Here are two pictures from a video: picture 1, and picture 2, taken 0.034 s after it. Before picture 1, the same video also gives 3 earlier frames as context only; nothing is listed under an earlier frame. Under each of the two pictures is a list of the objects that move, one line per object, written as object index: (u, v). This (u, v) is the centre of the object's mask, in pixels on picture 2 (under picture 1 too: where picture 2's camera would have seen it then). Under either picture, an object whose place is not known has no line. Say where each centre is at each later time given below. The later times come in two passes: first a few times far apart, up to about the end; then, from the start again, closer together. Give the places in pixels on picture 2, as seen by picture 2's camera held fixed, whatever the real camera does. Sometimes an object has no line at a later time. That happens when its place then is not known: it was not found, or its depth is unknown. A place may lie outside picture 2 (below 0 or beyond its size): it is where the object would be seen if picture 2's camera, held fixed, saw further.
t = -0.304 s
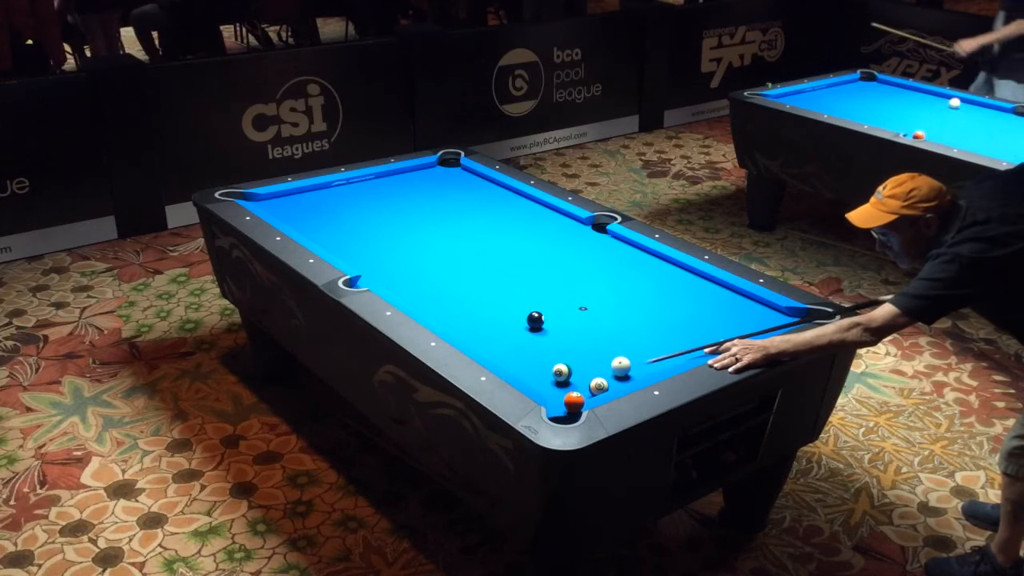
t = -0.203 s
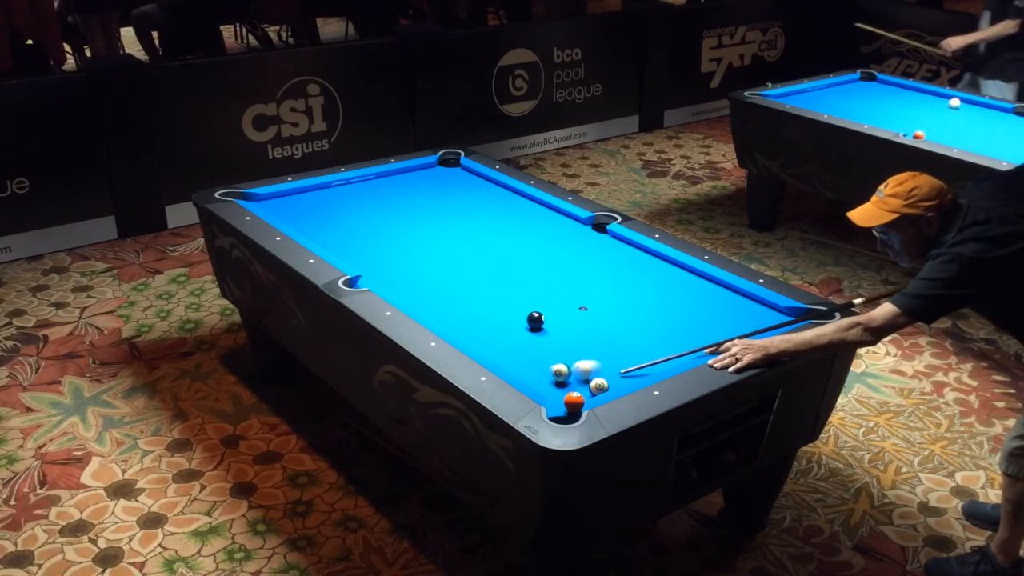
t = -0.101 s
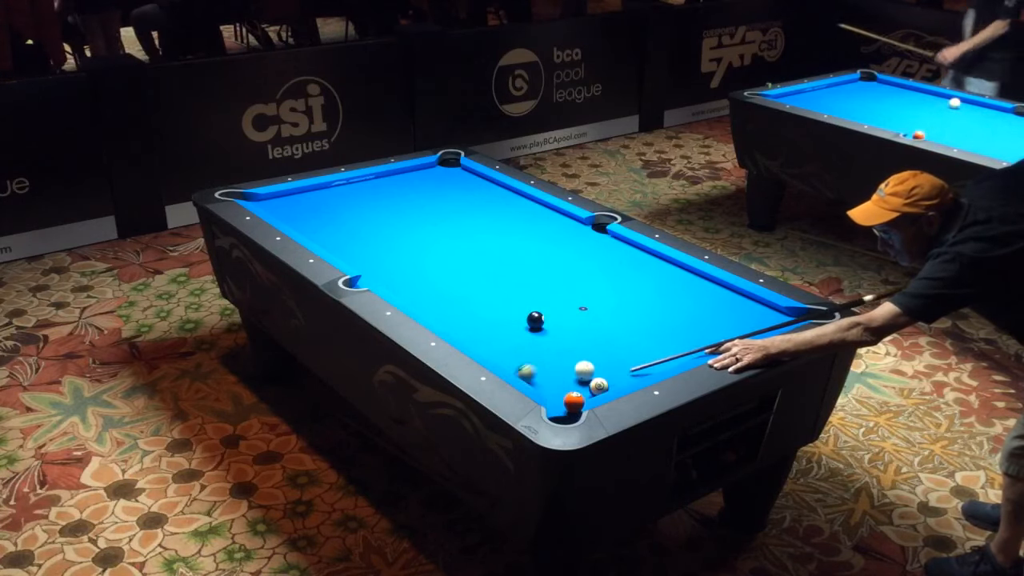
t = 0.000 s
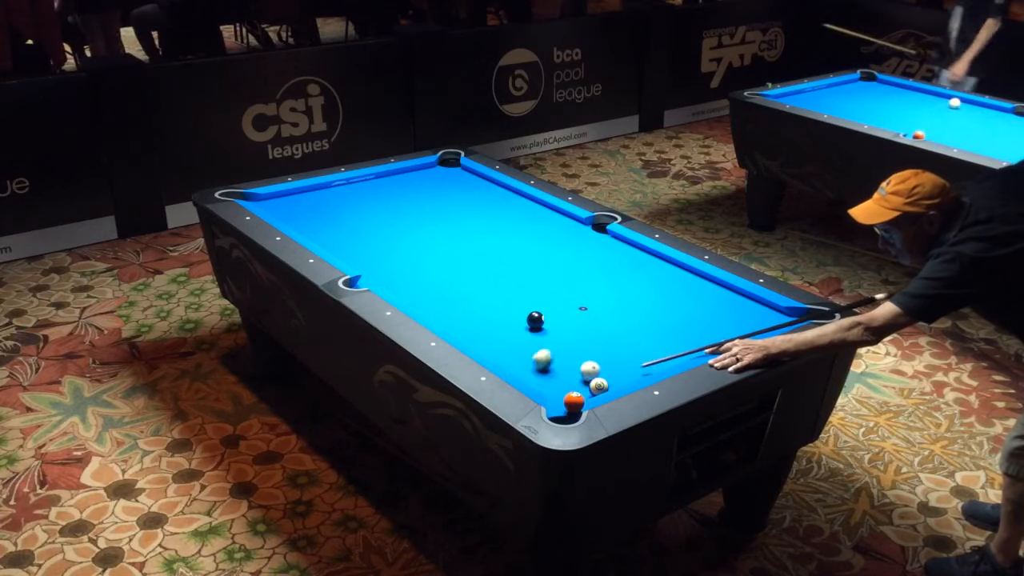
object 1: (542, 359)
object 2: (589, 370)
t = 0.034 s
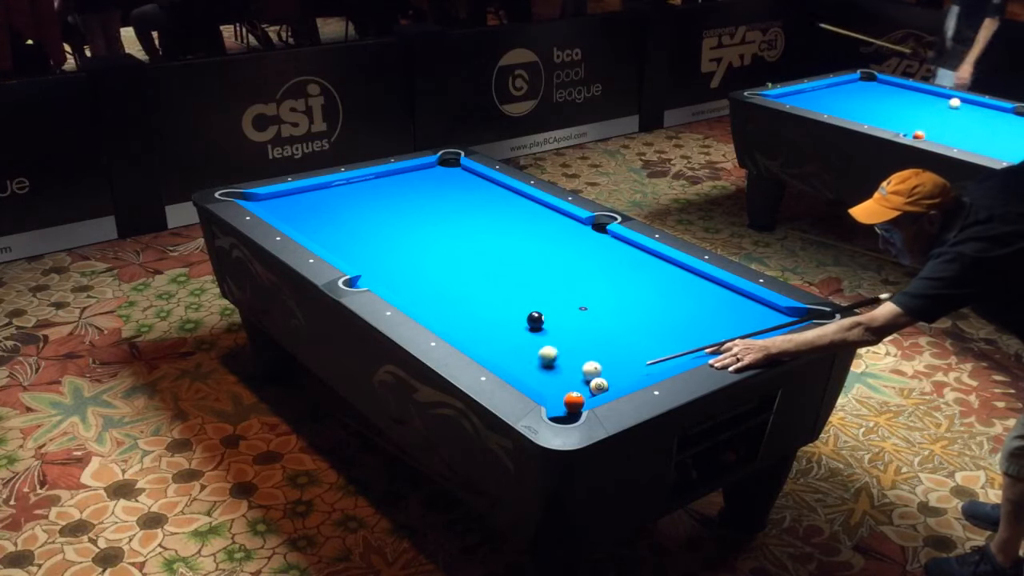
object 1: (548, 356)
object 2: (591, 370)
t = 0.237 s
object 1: (575, 335)
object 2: (602, 369)
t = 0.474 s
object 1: (604, 313)
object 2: (612, 371)
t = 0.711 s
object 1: (629, 293)
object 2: (622, 371)
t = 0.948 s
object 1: (650, 275)
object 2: (629, 370)
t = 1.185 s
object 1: (663, 262)
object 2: (636, 370)
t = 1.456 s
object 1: (639, 267)
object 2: (641, 369)
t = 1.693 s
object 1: (620, 270)
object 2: (645, 367)
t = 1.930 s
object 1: (598, 274)
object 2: (647, 367)
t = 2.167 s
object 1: (581, 276)
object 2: (648, 367)
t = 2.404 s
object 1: (564, 279)
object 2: (649, 367)
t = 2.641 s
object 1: (548, 282)
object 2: (649, 367)
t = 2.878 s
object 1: (531, 285)
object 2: (649, 367)
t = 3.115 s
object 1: (517, 288)
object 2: (649, 367)
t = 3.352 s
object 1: (503, 290)
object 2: (649, 367)
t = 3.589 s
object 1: (491, 292)
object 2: (649, 367)
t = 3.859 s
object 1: (477, 295)
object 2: (649, 367)
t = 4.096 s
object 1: (465, 297)
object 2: (649, 367)
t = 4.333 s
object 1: (455, 299)
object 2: (649, 367)
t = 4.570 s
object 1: (447, 300)
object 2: (649, 367)
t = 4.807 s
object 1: (439, 301)
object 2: (649, 367)
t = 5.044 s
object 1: (432, 303)
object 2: (649, 367)
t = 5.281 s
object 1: (427, 303)
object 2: (649, 367)
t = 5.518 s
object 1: (424, 304)
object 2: (649, 367)
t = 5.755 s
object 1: (422, 304)
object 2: (649, 367)
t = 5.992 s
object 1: (420, 303)
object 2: (649, 367)
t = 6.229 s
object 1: (419, 303)
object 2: (649, 367)
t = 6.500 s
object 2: (649, 367)
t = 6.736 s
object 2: (649, 367)
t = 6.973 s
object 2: (649, 367)
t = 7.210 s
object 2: (649, 367)
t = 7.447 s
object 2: (649, 367)
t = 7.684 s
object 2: (649, 367)
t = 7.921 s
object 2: (649, 367)
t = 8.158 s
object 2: (649, 367)
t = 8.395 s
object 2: (649, 367)
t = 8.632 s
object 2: (649, 367)
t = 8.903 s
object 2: (649, 367)
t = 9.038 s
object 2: (649, 367)
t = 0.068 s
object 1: (552, 353)
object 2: (593, 370)
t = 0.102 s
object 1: (557, 349)
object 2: (595, 369)
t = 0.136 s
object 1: (563, 345)
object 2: (597, 369)
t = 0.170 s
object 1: (565, 342)
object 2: (598, 369)
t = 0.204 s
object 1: (570, 337)
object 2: (600, 369)
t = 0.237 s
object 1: (575, 335)
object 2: (602, 369)
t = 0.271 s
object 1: (579, 332)
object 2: (604, 370)
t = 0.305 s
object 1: (584, 328)
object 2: (605, 370)
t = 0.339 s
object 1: (587, 325)
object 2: (607, 370)
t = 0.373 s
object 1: (591, 321)
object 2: (608, 370)
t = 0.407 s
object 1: (596, 318)
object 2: (610, 370)
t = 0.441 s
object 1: (599, 316)
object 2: (611, 371)
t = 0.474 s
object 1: (604, 313)
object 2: (612, 371)
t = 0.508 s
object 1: (607, 309)
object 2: (614, 371)
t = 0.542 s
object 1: (610, 307)
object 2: (615, 371)
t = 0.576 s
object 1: (614, 303)
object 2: (617, 371)
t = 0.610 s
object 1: (618, 300)
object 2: (618, 371)
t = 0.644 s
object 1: (621, 299)
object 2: (619, 371)
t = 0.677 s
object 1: (625, 295)
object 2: (620, 371)
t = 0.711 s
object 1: (629, 293)
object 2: (622, 371)
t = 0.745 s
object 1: (631, 290)
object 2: (623, 371)
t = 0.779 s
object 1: (635, 287)
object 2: (624, 371)
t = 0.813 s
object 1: (638, 284)
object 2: (625, 371)
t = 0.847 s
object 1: (641, 283)
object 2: (626, 371)
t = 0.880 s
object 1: (645, 279)
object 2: (627, 371)
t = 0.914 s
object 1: (648, 277)
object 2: (628, 370)
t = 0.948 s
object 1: (650, 275)
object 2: (629, 370)
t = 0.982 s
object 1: (653, 272)
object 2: (630, 370)
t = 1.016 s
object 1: (657, 269)
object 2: (631, 370)
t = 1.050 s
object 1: (660, 268)
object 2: (632, 370)
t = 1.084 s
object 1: (663, 265)
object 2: (633, 370)
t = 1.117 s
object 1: (666, 263)
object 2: (634, 370)
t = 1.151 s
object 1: (666, 262)
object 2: (635, 370)
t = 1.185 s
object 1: (663, 262)
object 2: (636, 370)
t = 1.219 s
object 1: (659, 263)
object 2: (636, 370)
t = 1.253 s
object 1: (657, 263)
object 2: (637, 370)
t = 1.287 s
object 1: (654, 264)
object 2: (638, 369)
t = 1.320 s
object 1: (651, 264)
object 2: (639, 369)
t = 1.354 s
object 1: (647, 264)
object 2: (639, 369)
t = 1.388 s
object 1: (644, 265)
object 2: (640, 369)
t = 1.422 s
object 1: (641, 266)
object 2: (641, 369)
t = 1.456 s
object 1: (639, 267)
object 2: (641, 369)
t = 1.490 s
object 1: (637, 267)
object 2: (642, 368)
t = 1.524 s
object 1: (634, 267)
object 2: (642, 368)
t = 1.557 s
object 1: (631, 267)
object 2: (643, 367)
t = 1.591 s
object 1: (628, 268)
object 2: (644, 367)
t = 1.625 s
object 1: (625, 268)
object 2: (644, 367)
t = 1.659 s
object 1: (622, 269)
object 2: (645, 367)
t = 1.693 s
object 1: (620, 270)
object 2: (645, 367)
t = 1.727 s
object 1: (615, 271)
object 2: (646, 367)
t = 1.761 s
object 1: (612, 271)
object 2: (646, 367)
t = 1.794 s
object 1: (609, 271)
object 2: (646, 367)
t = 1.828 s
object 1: (606, 271)
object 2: (647, 367)
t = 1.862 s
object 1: (604, 272)
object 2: (647, 367)
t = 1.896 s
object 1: (601, 273)
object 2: (647, 367)
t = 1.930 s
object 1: (598, 274)
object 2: (647, 367)
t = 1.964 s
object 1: (596, 274)
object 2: (648, 367)
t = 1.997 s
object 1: (594, 274)
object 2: (648, 367)
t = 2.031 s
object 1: (591, 275)
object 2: (648, 367)
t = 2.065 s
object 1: (589, 275)
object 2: (648, 367)
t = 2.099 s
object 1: (586, 275)
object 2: (648, 367)
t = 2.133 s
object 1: (583, 276)
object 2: (648, 367)
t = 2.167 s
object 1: (581, 276)
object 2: (648, 367)
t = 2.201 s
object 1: (578, 277)
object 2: (649, 367)
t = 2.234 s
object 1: (576, 277)
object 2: (649, 367)
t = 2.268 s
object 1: (574, 278)
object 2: (649, 367)
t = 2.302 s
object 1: (571, 278)
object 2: (649, 367)
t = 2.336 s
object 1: (569, 278)
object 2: (649, 367)
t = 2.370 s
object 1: (566, 279)
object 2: (649, 367)
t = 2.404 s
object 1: (564, 279)
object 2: (649, 367)
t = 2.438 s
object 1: (561, 279)
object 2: (649, 367)
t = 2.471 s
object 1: (559, 280)
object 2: (649, 367)
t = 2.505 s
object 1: (556, 281)
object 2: (649, 367)
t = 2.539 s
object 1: (553, 281)
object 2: (649, 367)
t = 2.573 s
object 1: (552, 282)
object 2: (649, 367)
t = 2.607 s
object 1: (550, 282)
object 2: (649, 367)
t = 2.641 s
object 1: (548, 282)
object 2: (649, 367)
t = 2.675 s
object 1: (545, 282)
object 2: (649, 367)
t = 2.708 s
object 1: (543, 283)
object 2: (649, 367)
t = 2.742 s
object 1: (541, 283)
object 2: (649, 367)
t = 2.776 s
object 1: (538, 284)
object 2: (649, 367)
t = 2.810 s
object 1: (536, 284)
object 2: (649, 367)
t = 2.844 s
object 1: (534, 284)
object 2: (649, 367)
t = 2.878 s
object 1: (531, 285)
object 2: (649, 367)
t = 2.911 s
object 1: (529, 286)
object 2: (649, 367)
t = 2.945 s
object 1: (527, 286)
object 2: (649, 367)
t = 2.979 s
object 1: (525, 286)
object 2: (649, 367)
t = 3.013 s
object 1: (524, 286)
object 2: (649, 367)
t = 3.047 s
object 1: (521, 287)
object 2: (649, 367)
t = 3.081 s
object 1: (519, 287)
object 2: (649, 367)
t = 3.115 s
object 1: (517, 288)
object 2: (649, 367)
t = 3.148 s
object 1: (515, 288)
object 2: (649, 367)
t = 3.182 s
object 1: (513, 288)
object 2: (649, 367)
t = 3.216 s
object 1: (511, 288)
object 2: (649, 367)
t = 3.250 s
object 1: (509, 289)
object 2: (649, 367)
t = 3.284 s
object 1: (507, 289)
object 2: (649, 367)
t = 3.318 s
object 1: (505, 290)
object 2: (649, 367)
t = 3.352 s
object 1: (503, 290)
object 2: (649, 367)
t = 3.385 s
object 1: (502, 291)
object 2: (649, 367)
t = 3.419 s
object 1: (500, 291)
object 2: (649, 367)
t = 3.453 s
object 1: (498, 291)
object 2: (649, 367)
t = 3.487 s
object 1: (496, 291)
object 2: (649, 367)
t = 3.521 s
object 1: (494, 291)
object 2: (649, 367)
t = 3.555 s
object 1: (492, 292)
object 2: (649, 367)
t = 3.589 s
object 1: (491, 292)
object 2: (649, 367)
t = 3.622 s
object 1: (489, 292)
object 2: (649, 367)
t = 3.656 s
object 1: (487, 292)
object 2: (649, 367)
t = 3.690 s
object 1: (485, 293)
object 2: (649, 367)
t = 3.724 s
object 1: (483, 293)
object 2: (649, 367)
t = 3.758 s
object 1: (482, 294)
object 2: (649, 367)
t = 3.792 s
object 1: (480, 294)
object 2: (649, 367)
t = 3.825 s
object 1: (479, 295)
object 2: (649, 367)
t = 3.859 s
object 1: (477, 295)
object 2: (649, 367)
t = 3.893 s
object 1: (476, 295)
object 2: (649, 367)
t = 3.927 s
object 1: (474, 295)
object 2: (649, 367)
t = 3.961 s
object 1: (473, 295)
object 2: (649, 367)
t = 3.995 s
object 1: (469, 296)
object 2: (649, 367)
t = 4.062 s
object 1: (466, 297)
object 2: (649, 367)
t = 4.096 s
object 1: (465, 297)
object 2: (649, 367)
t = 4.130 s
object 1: (463, 297)
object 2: (649, 367)
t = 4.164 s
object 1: (462, 297)
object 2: (649, 367)
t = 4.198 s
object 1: (460, 297)
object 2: (649, 367)
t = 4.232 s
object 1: (459, 298)
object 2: (649, 367)
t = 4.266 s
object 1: (457, 298)
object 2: (649, 367)
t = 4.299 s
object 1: (456, 299)
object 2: (649, 367)
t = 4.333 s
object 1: (455, 299)
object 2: (649, 367)
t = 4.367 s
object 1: (454, 299)
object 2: (649, 367)
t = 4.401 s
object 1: (453, 299)
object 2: (649, 367)
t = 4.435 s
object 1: (452, 299)
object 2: (649, 367)
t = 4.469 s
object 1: (450, 299)
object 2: (649, 367)
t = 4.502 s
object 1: (449, 300)
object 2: (649, 367)
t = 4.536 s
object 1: (448, 300)
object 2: (649, 367)
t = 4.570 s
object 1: (447, 300)
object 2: (649, 367)
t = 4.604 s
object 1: (446, 300)
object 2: (649, 367)
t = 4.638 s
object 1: (445, 300)
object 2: (649, 367)
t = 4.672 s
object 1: (444, 300)
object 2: (649, 367)
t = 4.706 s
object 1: (442, 301)
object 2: (649, 367)
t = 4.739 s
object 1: (441, 301)
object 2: (649, 367)
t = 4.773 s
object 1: (440, 301)
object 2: (649, 367)
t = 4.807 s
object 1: (439, 301)
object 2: (649, 367)
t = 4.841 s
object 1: (438, 301)
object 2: (649, 367)
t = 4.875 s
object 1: (437, 301)
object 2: (649, 367)
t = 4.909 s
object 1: (436, 302)
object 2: (649, 367)
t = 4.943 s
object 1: (435, 302)
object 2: (649, 367)
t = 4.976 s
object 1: (435, 302)
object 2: (649, 367)
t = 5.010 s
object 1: (433, 302)
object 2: (649, 367)
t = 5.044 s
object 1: (432, 303)
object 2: (649, 367)
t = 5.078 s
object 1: (432, 302)
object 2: (649, 367)
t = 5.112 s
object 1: (431, 303)
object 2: (649, 367)
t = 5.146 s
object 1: (430, 303)
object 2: (649, 367)
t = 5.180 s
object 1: (430, 303)
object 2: (649, 367)
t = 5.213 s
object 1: (429, 303)
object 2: (649, 367)
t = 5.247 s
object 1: (428, 303)
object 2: (649, 367)
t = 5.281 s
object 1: (427, 303)
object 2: (649, 367)
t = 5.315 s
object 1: (427, 304)
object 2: (649, 367)
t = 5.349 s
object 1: (426, 304)
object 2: (649, 367)
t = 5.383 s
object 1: (426, 304)
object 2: (649, 367)
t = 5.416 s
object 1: (425, 304)
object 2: (649, 367)
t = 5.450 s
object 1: (425, 304)
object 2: (649, 367)
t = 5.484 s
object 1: (424, 304)
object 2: (649, 367)
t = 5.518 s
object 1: (424, 304)
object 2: (649, 367)
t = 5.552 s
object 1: (424, 304)
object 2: (649, 367)
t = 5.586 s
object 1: (423, 304)
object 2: (649, 367)
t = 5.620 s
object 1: (423, 304)
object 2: (649, 367)
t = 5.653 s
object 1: (423, 304)
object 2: (649, 367)
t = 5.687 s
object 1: (422, 304)
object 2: (649, 367)
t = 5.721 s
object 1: (422, 304)
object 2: (649, 367)
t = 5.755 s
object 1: (422, 304)
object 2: (649, 367)
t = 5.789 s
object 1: (421, 304)
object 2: (649, 367)
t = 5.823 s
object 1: (421, 304)
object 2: (649, 367)
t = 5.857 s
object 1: (421, 304)
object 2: (649, 367)
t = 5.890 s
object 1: (420, 304)
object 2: (649, 367)
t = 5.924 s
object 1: (420, 304)
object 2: (649, 367)
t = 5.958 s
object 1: (420, 303)
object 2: (649, 367)
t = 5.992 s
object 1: (420, 303)
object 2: (649, 367)
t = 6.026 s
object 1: (420, 303)
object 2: (649, 367)
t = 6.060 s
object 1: (420, 303)
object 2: (649, 367)
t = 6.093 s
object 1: (419, 303)
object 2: (649, 367)
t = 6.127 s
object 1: (419, 303)
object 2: (649, 367)
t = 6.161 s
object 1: (419, 303)
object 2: (649, 367)
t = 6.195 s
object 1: (419, 303)
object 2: (649, 367)
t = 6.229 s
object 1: (419, 303)
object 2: (649, 367)
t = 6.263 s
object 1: (419, 303)
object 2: (649, 367)
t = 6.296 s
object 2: (649, 367)
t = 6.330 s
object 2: (649, 367)
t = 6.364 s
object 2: (649, 367)
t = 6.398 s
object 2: (649, 367)
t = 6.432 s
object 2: (649, 367)
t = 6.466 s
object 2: (649, 367)
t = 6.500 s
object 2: (649, 367)
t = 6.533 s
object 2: (649, 367)
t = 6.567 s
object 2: (649, 367)
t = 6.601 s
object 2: (649, 367)
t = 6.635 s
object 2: (649, 367)
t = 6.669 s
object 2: (649, 367)
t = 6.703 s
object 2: (649, 367)
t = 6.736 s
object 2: (649, 367)
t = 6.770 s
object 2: (649, 367)
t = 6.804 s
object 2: (649, 367)
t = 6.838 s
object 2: (649, 367)
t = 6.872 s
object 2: (649, 367)
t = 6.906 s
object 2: (649, 367)
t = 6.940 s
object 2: (649, 367)
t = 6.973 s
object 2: (649, 367)
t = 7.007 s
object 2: (649, 367)
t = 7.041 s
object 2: (649, 367)
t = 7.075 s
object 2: (649, 367)
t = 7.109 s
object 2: (649, 367)
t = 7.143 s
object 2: (649, 367)
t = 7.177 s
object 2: (649, 367)
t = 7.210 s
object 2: (649, 367)
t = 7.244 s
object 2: (649, 367)
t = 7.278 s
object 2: (649, 367)
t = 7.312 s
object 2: (649, 367)
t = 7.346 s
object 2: (649, 367)
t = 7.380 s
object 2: (649, 367)
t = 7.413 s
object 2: (649, 367)
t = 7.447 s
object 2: (649, 367)
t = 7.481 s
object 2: (649, 367)
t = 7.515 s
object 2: (649, 367)
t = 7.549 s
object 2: (649, 367)
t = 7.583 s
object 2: (649, 367)
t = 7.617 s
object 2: (649, 367)
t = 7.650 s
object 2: (649, 367)
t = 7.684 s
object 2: (649, 367)
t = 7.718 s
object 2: (649, 367)
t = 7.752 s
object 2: (649, 367)
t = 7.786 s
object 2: (649, 367)
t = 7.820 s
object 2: (649, 367)
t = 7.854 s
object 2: (649, 367)
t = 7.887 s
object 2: (649, 367)
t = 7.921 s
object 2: (649, 367)
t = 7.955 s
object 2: (649, 367)
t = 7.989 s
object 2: (649, 367)
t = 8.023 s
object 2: (649, 367)
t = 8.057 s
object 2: (649, 367)
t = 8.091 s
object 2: (649, 367)
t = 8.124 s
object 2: (649, 367)
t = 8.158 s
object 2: (649, 367)
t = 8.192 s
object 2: (649, 367)
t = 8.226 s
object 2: (649, 367)
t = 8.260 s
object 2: (649, 367)
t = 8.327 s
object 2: (649, 367)
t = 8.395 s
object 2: (649, 367)
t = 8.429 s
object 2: (649, 367)
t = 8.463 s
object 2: (649, 367)
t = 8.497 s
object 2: (649, 367)
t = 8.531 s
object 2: (649, 367)
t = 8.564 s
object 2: (649, 367)
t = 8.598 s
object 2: (649, 367)
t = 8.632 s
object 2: (649, 367)
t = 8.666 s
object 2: (649, 367)
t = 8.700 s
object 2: (649, 367)
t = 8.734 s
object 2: (649, 367)
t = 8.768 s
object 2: (649, 367)
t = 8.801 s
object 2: (649, 367)
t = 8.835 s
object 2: (649, 367)
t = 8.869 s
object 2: (649, 367)
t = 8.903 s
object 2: (649, 367)
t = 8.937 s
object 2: (649, 367)
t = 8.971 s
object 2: (649, 367)
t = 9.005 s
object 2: (649, 367)
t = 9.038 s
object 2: (649, 367)
